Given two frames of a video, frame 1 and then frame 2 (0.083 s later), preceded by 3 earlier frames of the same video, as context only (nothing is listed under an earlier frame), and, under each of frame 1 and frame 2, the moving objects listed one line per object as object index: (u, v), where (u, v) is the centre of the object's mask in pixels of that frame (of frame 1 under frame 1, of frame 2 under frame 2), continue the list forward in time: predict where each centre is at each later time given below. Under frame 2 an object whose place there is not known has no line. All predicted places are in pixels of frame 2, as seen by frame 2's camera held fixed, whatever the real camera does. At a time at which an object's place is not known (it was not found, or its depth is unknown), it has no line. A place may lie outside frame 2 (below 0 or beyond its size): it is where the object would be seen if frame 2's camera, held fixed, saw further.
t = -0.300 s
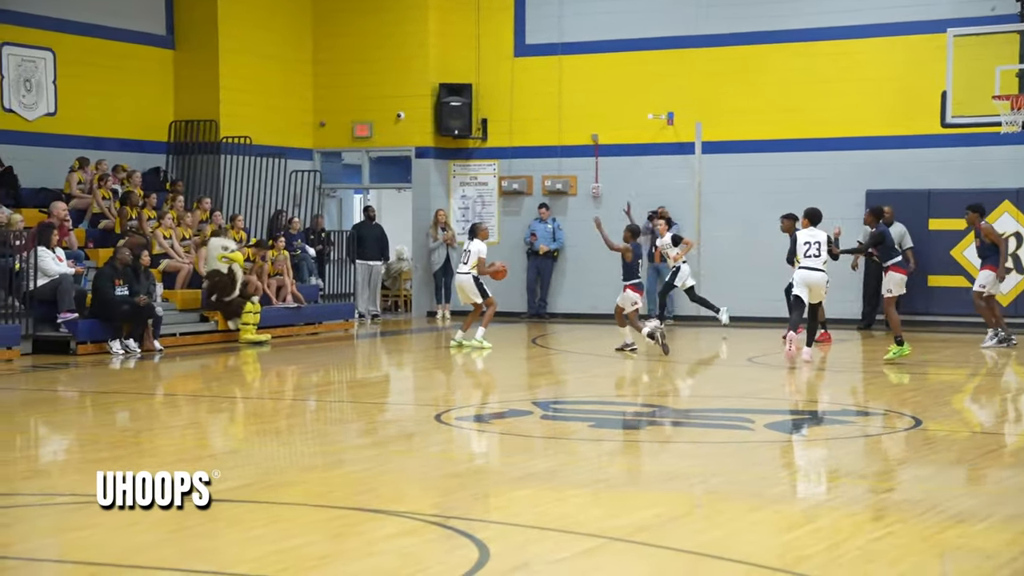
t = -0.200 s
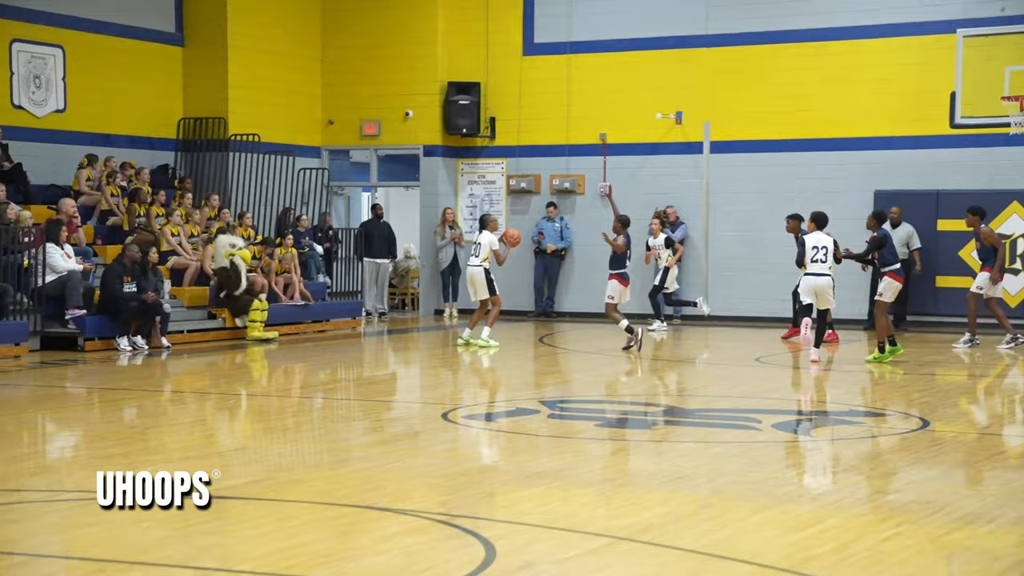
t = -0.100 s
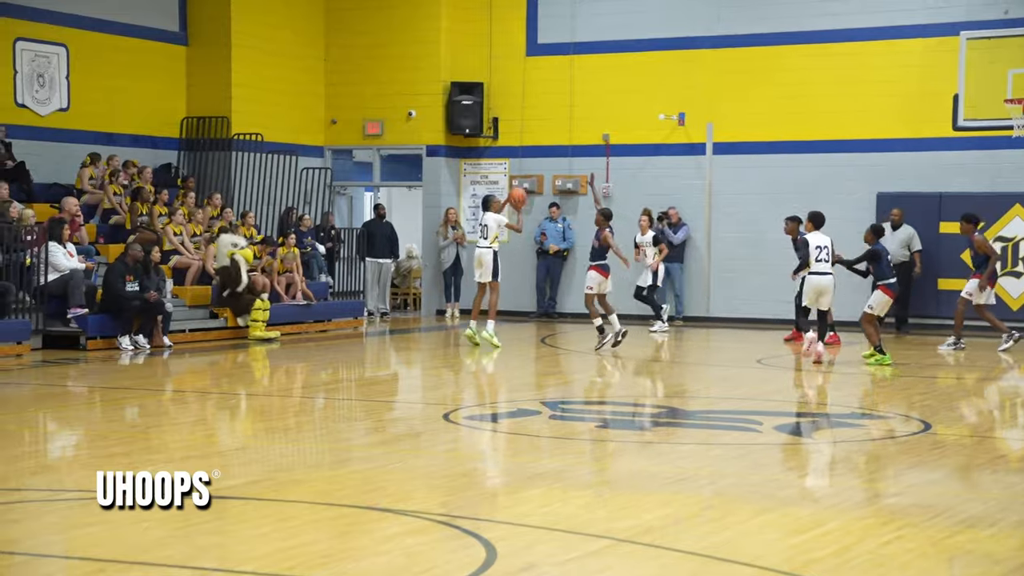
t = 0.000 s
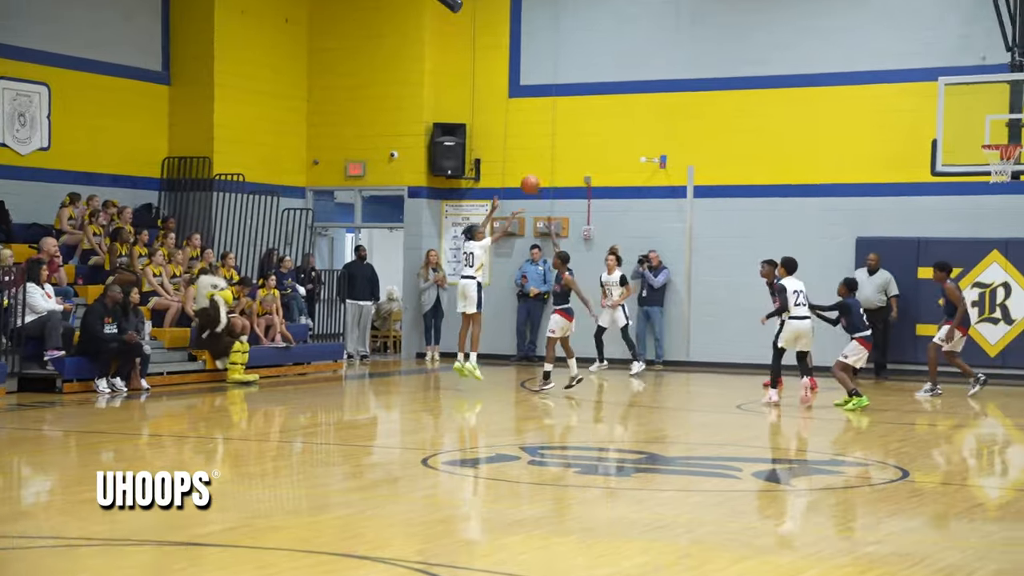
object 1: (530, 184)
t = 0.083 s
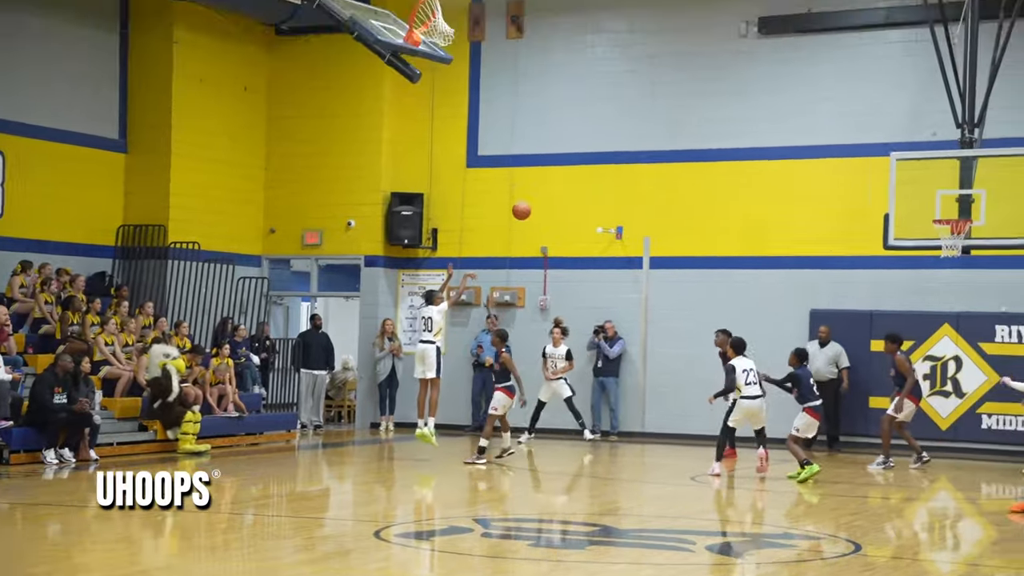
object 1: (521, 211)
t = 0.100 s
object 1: (528, 203)
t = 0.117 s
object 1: (535, 195)
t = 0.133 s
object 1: (542, 187)
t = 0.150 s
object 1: (549, 180)
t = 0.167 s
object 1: (556, 172)
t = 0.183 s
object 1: (562, 165)
